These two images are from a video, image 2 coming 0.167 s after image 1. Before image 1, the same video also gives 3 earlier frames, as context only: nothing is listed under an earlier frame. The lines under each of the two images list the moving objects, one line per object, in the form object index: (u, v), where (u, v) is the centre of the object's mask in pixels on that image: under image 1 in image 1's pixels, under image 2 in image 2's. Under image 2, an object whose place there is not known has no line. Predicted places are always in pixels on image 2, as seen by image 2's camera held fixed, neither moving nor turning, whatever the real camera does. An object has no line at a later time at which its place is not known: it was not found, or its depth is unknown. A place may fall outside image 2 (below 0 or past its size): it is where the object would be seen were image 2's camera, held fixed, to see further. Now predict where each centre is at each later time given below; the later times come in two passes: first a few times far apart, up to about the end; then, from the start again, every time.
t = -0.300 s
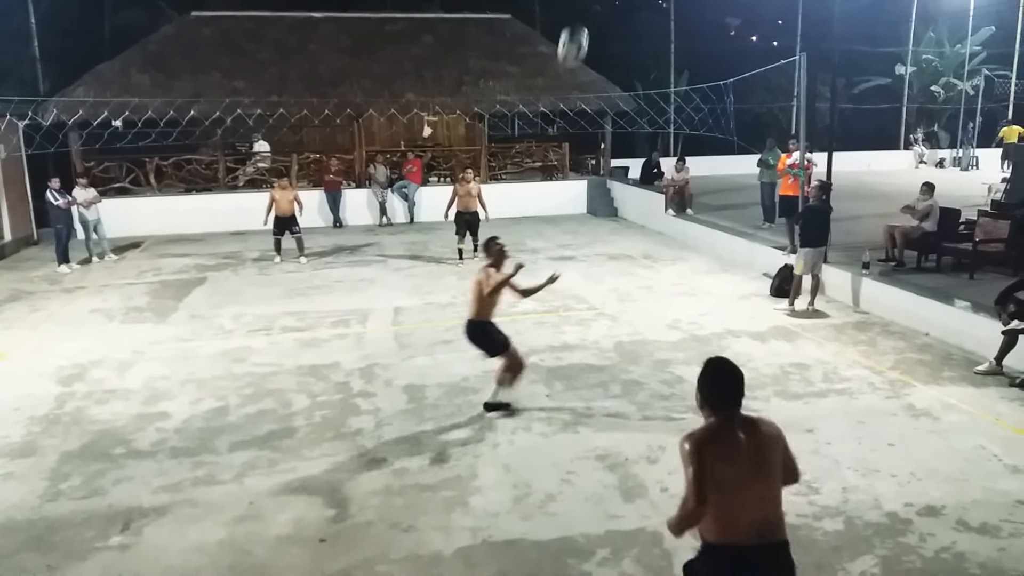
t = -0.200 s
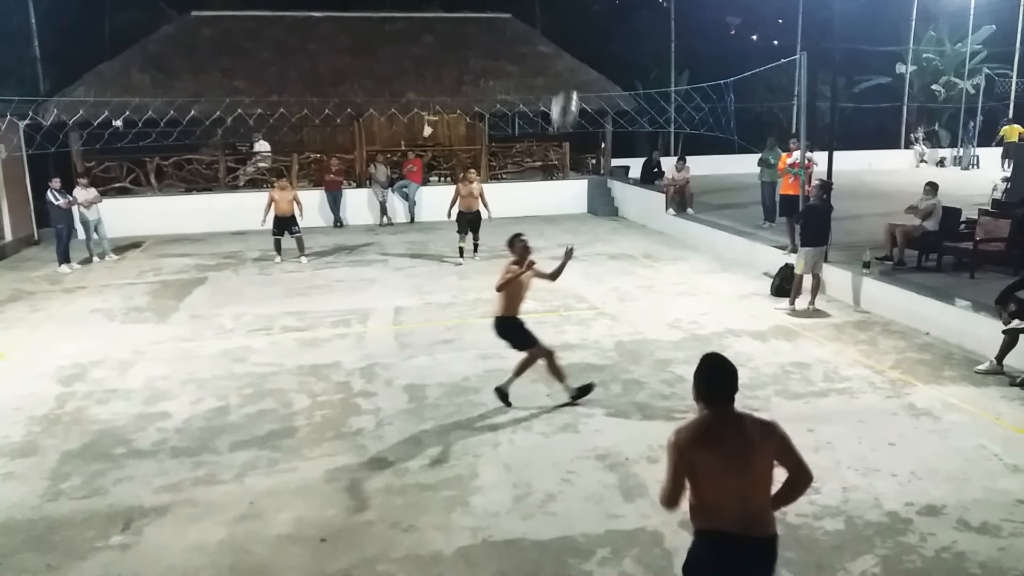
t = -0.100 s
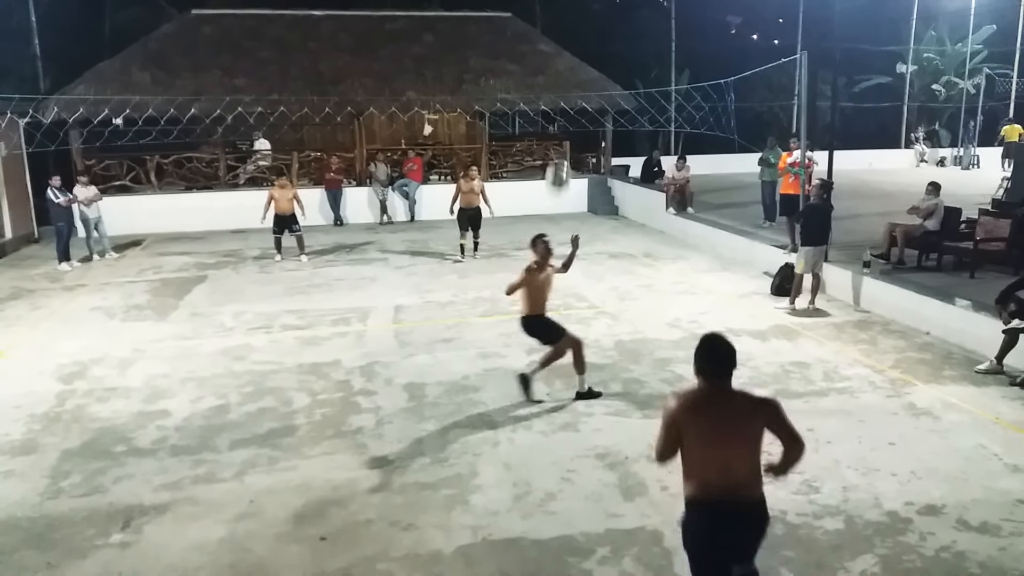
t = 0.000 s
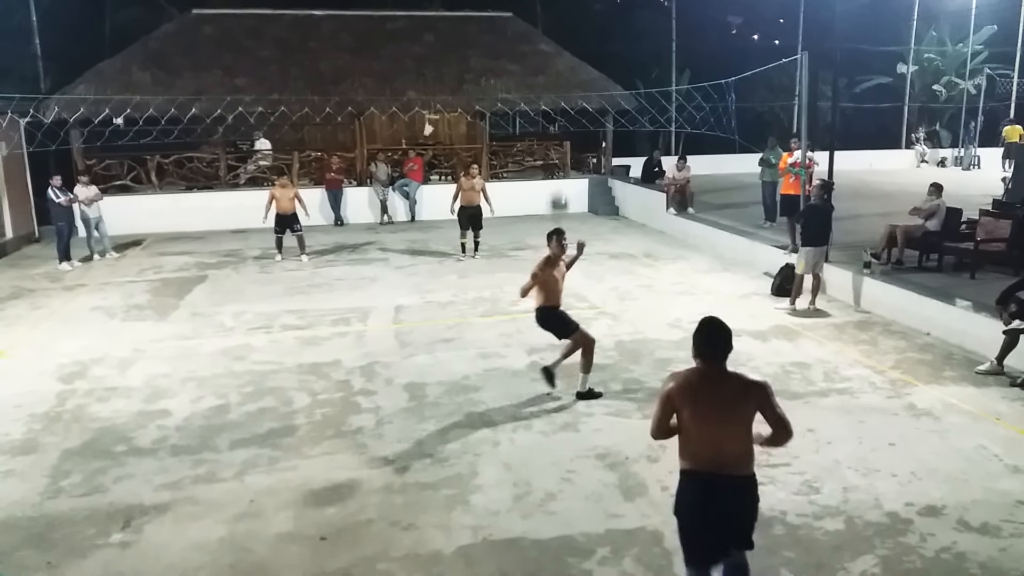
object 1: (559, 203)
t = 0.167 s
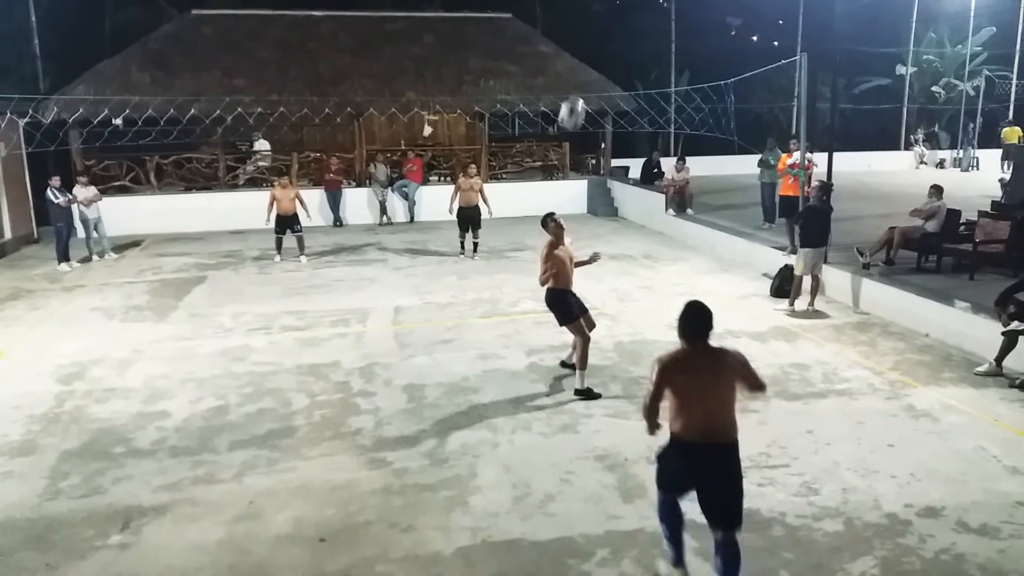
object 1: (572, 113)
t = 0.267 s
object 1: (581, 72)
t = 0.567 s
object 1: (608, 16)
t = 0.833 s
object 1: (629, 58)
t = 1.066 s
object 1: (646, 158)
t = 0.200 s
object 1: (575, 98)
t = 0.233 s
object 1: (578, 85)
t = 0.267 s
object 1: (581, 72)
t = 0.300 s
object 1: (584, 61)
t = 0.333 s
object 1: (587, 50)
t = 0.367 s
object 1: (590, 42)
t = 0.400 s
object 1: (593, 34)
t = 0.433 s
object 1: (596, 28)
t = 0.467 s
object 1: (599, 23)
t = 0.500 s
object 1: (602, 19)
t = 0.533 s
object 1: (605, 17)
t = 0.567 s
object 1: (608, 16)
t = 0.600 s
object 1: (611, 16)
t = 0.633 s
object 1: (613, 18)
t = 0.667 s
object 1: (616, 21)
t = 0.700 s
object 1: (619, 26)
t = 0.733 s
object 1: (621, 32)
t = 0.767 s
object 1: (624, 39)
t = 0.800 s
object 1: (627, 48)
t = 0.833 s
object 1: (629, 58)
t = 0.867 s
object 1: (632, 69)
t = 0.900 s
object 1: (634, 81)
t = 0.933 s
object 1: (637, 95)
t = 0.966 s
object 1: (639, 110)
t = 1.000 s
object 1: (642, 126)
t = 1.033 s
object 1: (644, 142)
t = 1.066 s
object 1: (646, 158)
